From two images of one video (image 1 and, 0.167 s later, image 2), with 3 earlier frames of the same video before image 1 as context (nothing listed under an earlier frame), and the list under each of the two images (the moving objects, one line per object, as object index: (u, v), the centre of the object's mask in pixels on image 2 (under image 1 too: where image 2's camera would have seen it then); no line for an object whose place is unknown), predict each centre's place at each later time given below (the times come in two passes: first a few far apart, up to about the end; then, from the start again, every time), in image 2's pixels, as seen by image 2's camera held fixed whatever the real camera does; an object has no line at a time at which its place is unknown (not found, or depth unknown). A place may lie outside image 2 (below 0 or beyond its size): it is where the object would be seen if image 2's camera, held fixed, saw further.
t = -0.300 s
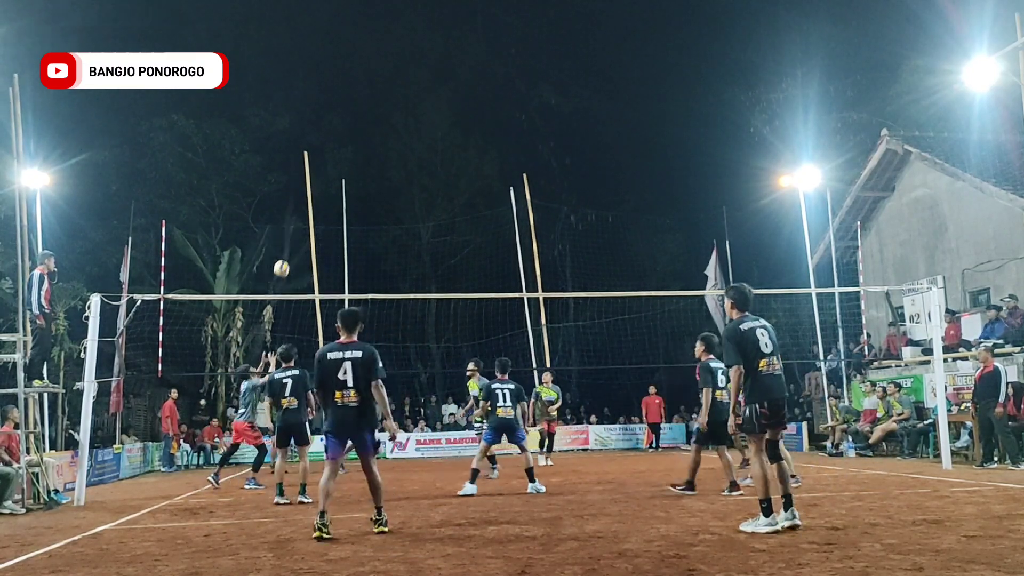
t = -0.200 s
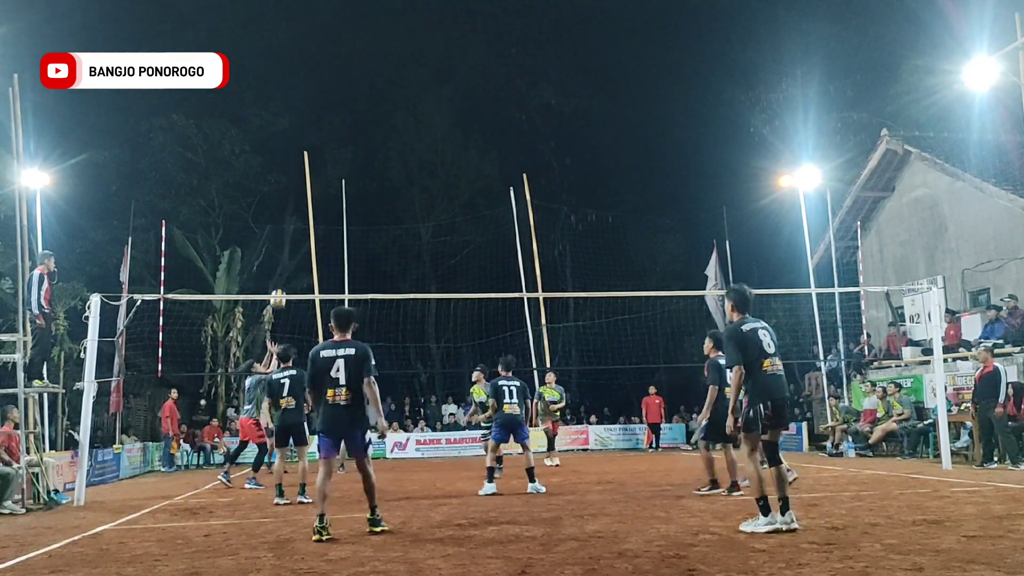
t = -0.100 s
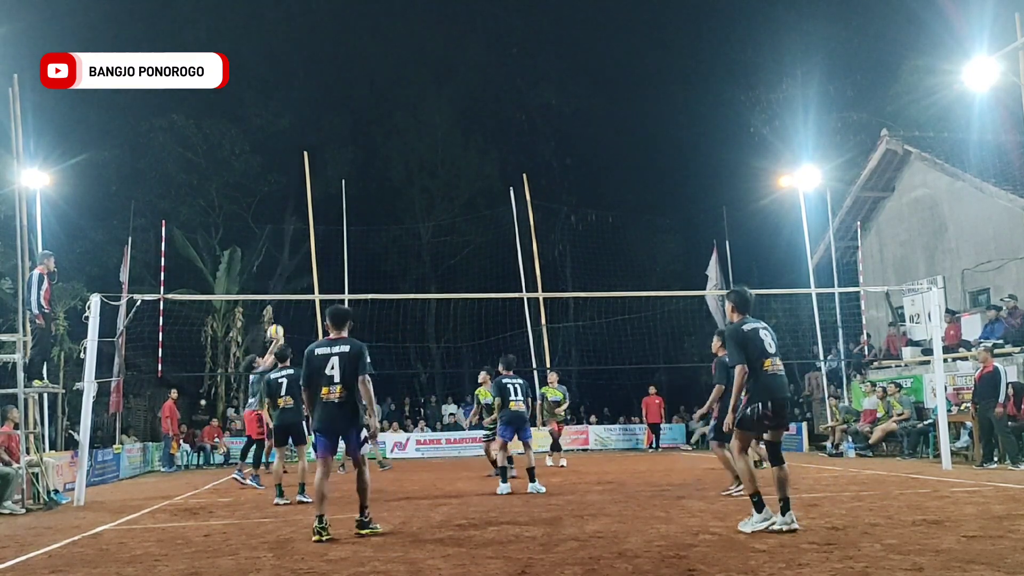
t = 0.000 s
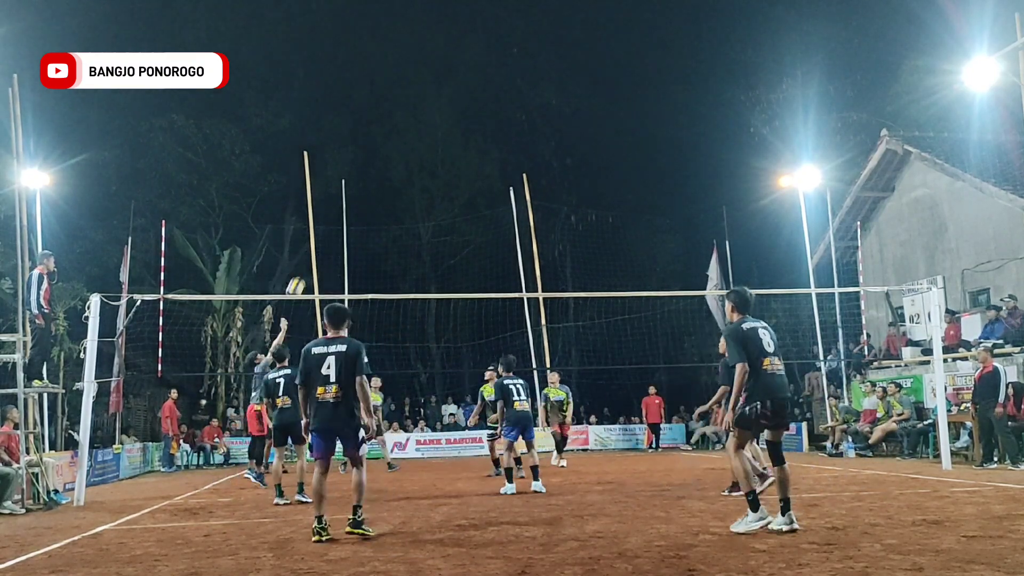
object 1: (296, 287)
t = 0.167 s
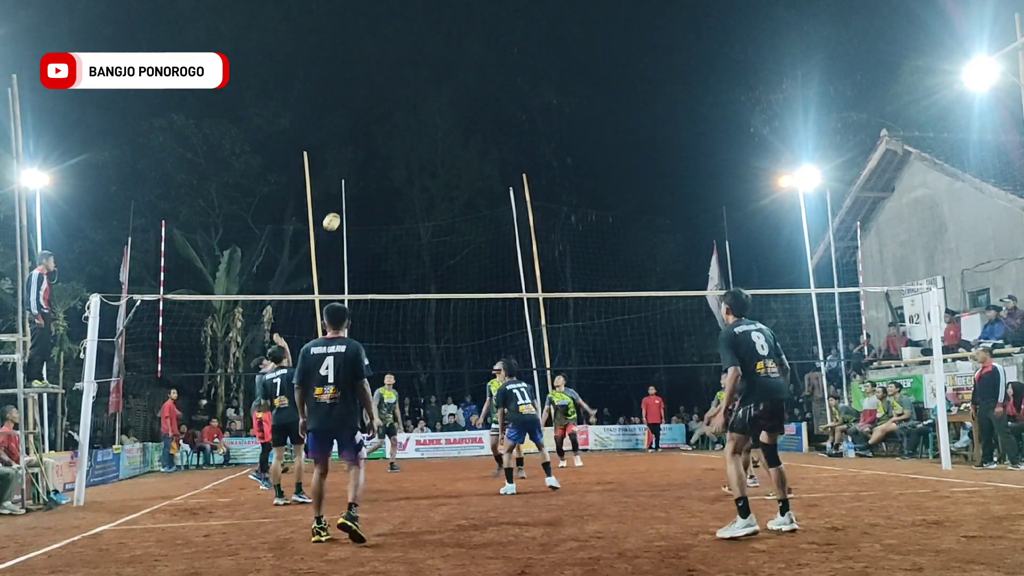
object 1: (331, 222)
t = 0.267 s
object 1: (353, 192)
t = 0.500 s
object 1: (400, 151)
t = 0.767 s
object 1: (454, 148)
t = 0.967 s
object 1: (494, 176)
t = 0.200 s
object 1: (338, 212)
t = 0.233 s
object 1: (345, 201)
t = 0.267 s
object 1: (353, 192)
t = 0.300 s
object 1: (359, 184)
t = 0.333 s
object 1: (366, 177)
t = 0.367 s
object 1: (374, 170)
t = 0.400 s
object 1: (380, 164)
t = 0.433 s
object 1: (387, 159)
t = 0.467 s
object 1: (394, 154)
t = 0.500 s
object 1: (400, 151)
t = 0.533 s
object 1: (407, 148)
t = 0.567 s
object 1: (414, 146)
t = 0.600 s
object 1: (420, 144)
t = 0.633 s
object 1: (427, 144)
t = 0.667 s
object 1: (434, 143)
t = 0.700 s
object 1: (441, 144)
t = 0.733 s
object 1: (447, 145)
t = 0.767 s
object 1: (454, 148)
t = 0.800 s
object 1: (461, 150)
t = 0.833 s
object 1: (467, 154)
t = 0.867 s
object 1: (474, 158)
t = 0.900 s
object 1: (481, 163)
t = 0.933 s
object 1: (487, 169)
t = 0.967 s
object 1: (494, 176)
